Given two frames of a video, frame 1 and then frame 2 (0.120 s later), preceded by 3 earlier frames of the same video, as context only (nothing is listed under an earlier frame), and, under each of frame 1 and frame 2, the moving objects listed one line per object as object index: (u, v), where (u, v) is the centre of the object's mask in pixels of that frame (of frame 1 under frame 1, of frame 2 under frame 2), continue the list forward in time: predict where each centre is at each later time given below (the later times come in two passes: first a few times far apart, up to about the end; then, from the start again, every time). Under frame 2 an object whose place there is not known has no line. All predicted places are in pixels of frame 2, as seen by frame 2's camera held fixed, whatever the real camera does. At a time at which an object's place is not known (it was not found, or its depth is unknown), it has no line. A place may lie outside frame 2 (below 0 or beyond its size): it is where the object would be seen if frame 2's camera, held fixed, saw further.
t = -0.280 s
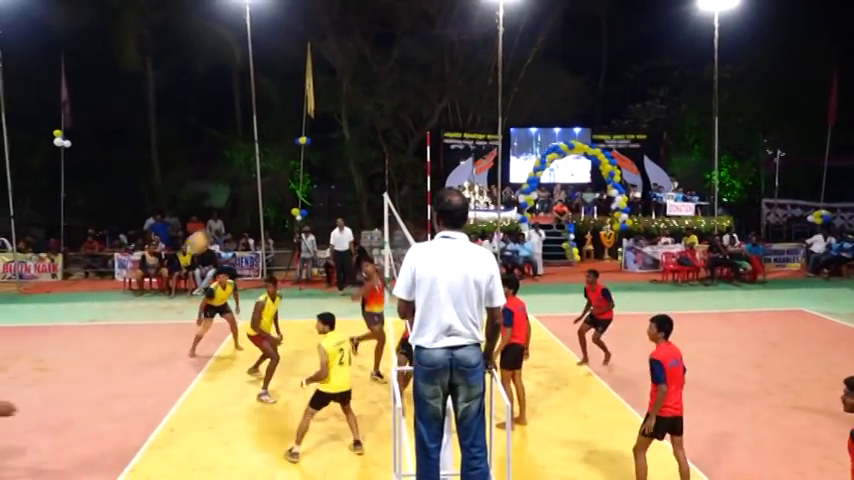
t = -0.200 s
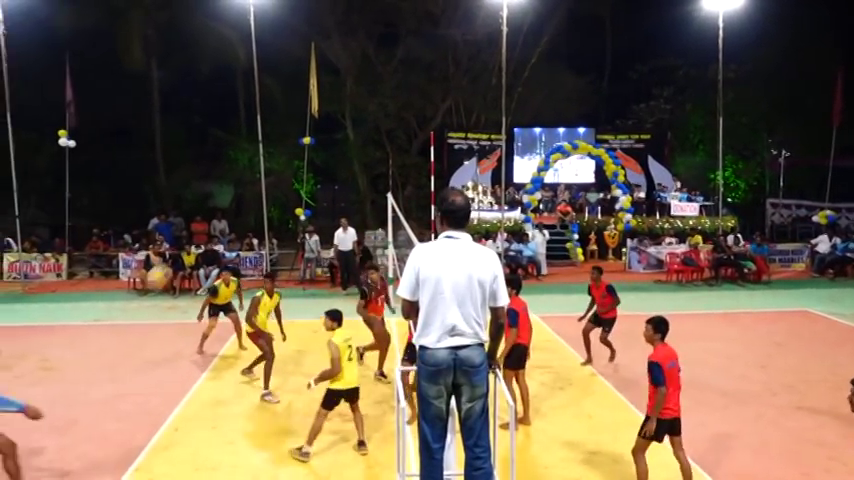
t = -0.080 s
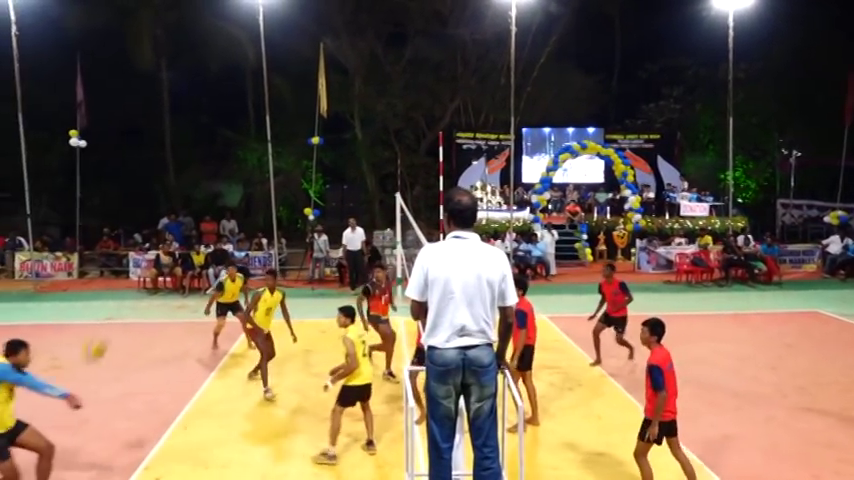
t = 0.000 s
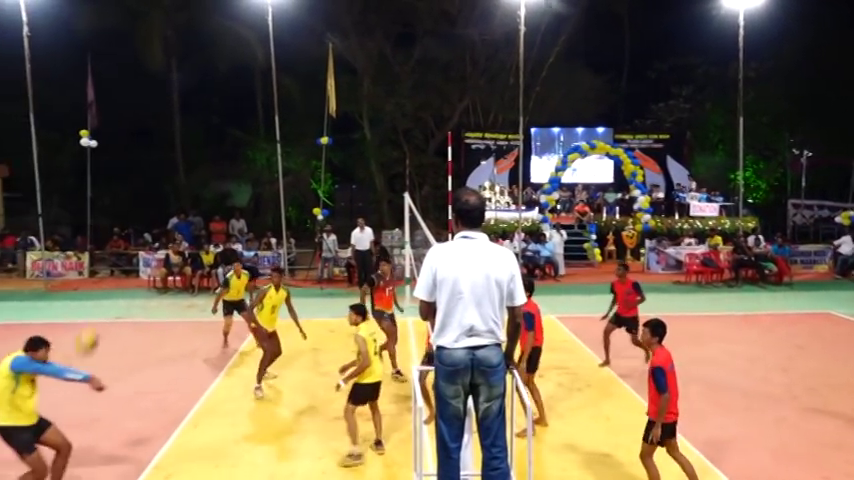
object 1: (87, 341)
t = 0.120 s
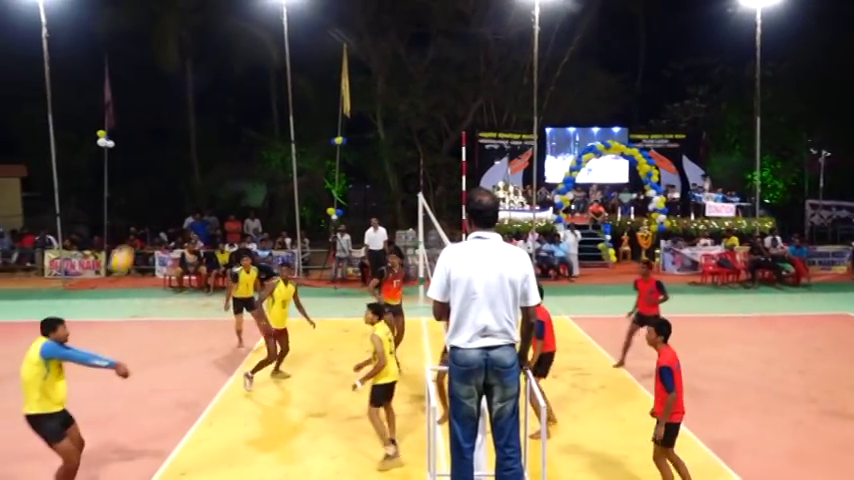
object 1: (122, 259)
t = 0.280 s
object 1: (144, 180)
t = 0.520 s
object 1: (178, 113)
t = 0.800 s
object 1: (216, 109)
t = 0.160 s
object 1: (128, 236)
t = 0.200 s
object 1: (133, 216)
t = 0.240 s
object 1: (139, 197)
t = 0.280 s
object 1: (144, 180)
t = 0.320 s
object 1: (151, 164)
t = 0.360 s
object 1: (156, 150)
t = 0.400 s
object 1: (162, 138)
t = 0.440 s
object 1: (167, 128)
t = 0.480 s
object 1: (173, 120)
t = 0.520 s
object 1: (178, 113)
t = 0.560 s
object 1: (184, 108)
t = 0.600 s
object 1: (190, 104)
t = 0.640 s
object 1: (195, 102)
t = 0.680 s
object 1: (201, 101)
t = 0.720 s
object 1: (205, 102)
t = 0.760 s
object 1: (211, 105)
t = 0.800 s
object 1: (216, 109)
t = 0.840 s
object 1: (222, 114)
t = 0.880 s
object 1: (227, 121)
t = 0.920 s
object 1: (232, 128)
